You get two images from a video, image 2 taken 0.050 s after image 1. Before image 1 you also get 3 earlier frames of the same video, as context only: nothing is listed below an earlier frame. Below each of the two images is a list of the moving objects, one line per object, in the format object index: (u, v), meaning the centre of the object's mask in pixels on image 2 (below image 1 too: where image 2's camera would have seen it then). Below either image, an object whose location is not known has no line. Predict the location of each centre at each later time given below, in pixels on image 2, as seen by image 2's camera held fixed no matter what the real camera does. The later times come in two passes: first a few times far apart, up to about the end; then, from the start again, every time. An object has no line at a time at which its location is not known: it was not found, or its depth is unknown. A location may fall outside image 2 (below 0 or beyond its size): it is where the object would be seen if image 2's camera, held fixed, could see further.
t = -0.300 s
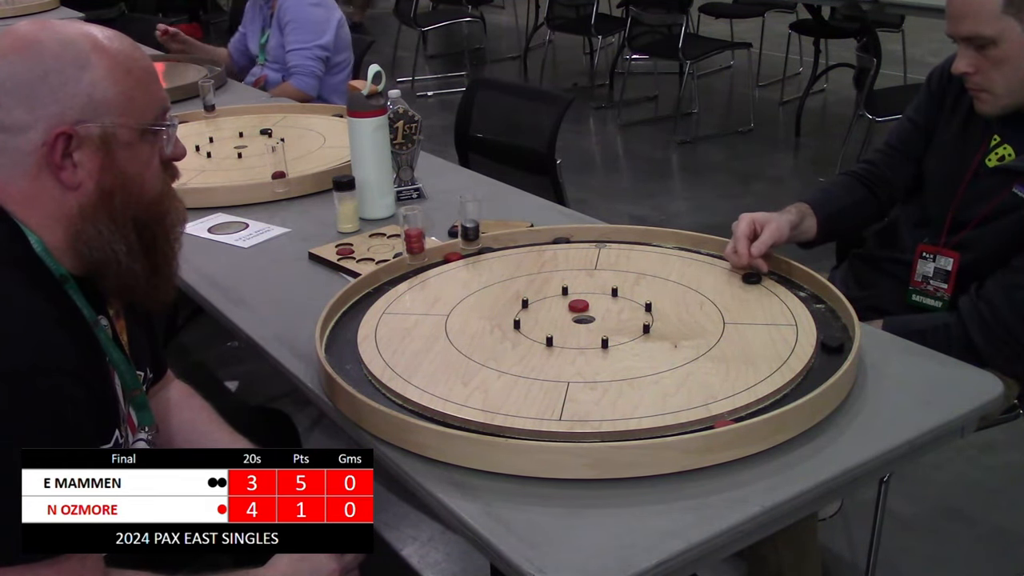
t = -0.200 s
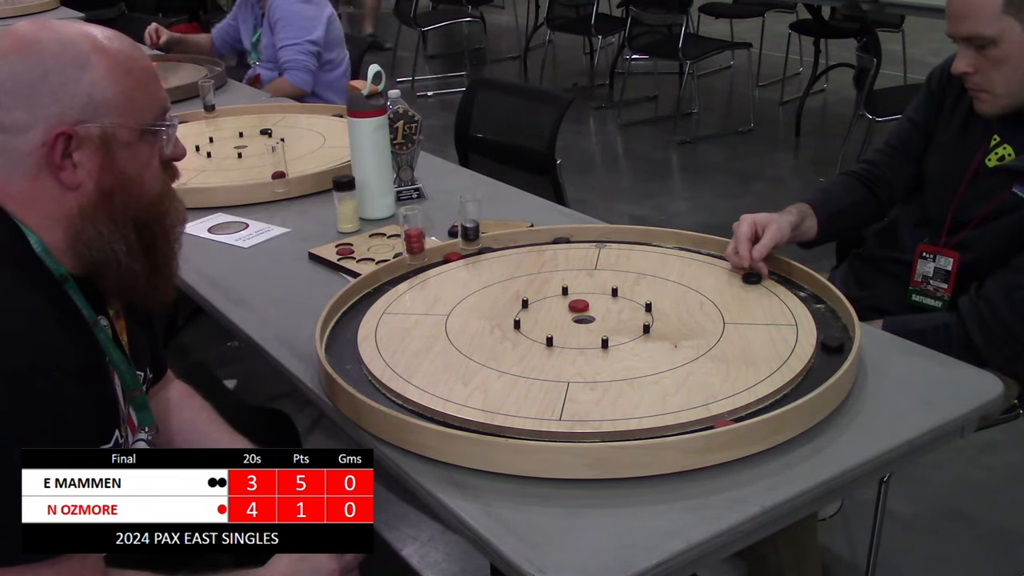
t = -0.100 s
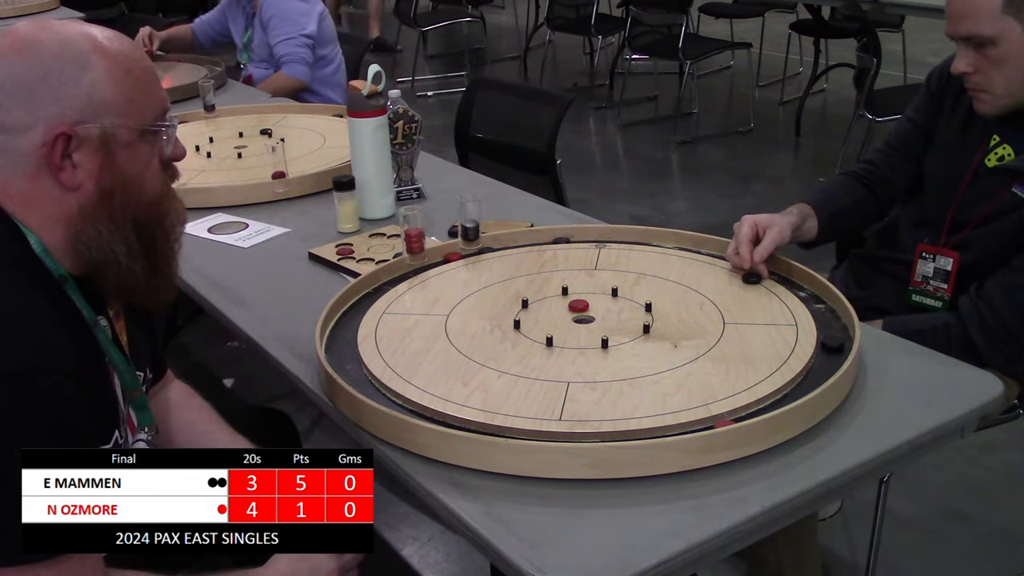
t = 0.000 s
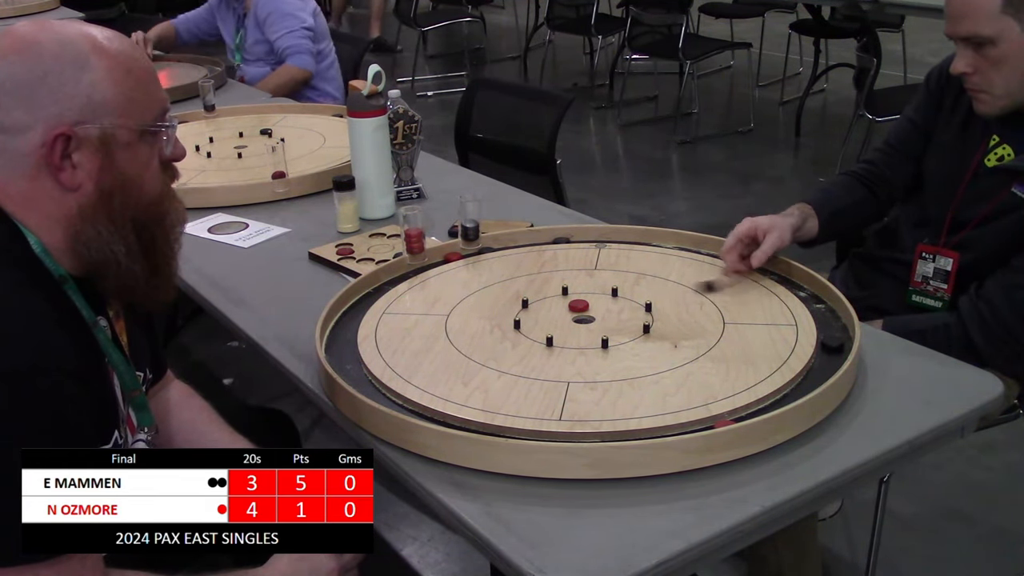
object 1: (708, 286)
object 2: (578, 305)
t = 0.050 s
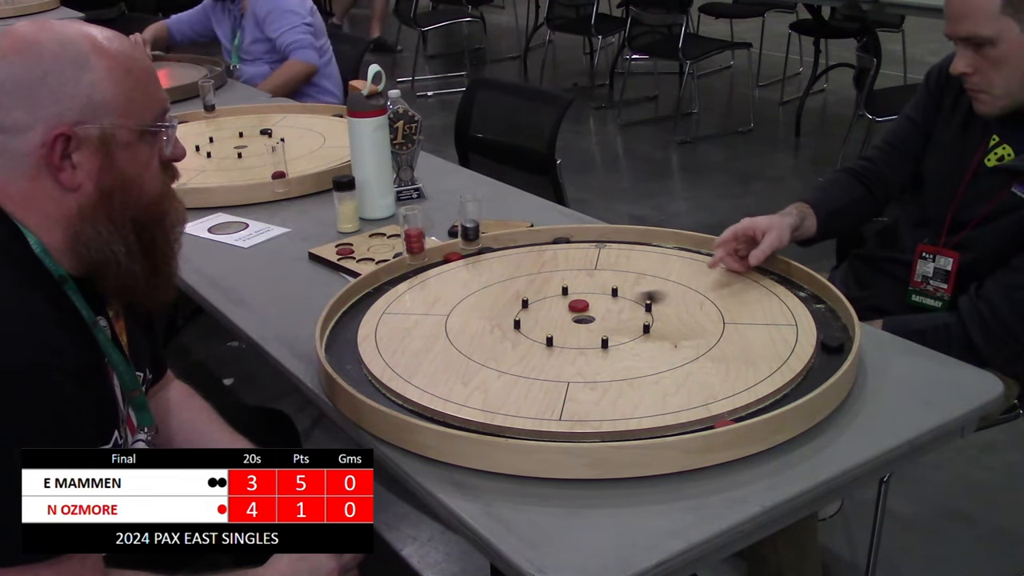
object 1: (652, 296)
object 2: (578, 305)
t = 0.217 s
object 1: (588, 319)
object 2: (570, 315)
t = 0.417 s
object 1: (562, 340)
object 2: (583, 319)
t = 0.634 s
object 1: (526, 355)
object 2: (583, 318)
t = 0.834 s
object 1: (501, 364)
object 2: (584, 318)
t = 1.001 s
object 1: (488, 369)
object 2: (584, 318)
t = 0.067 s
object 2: (578, 305)
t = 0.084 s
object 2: (578, 305)
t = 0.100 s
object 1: (598, 307)
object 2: (570, 306)
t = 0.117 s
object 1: (593, 311)
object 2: (552, 306)
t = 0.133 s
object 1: (587, 316)
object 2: (540, 307)
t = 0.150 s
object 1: (584, 319)
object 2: (549, 310)
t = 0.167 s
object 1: (582, 318)
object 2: (560, 314)
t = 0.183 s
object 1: (582, 317)
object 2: (564, 315)
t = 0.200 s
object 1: (585, 317)
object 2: (567, 314)
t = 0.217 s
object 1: (588, 319)
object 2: (570, 315)
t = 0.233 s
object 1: (593, 323)
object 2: (575, 315)
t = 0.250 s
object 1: (595, 328)
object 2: (578, 315)
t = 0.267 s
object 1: (592, 328)
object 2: (580, 316)
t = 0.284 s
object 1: (589, 328)
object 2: (582, 315)
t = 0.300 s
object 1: (585, 330)
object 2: (585, 317)
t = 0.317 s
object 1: (581, 334)
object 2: (585, 318)
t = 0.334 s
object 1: (577, 335)
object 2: (585, 319)
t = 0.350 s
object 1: (574, 334)
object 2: (584, 319)
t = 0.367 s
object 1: (571, 333)
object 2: (584, 319)
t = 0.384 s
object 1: (568, 336)
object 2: (583, 319)
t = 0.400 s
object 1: (565, 339)
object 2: (583, 319)
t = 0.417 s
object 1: (562, 340)
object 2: (583, 319)
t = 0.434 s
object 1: (559, 340)
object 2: (583, 319)
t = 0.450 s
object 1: (556, 341)
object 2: (583, 318)
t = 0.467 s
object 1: (553, 346)
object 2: (583, 318)
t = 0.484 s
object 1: (551, 344)
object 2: (583, 317)
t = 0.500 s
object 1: (548, 343)
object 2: (583, 318)
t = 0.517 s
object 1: (545, 343)
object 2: (583, 318)
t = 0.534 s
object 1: (543, 344)
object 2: (583, 318)
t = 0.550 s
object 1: (539, 348)
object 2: (583, 318)
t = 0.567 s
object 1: (536, 350)
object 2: (583, 318)
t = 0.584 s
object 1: (534, 349)
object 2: (583, 318)
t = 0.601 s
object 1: (531, 350)
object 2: (583, 318)
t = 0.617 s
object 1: (529, 352)
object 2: (583, 318)
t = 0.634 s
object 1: (526, 355)
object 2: (583, 318)
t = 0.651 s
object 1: (524, 354)
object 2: (583, 318)
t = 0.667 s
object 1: (521, 355)
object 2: (583, 318)
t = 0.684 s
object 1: (519, 357)
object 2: (584, 318)
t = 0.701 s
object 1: (517, 356)
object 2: (584, 318)
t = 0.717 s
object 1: (515, 356)
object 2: (584, 318)
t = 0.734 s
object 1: (512, 359)
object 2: (584, 318)
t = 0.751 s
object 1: (510, 362)
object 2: (584, 318)
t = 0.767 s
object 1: (508, 363)
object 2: (584, 318)
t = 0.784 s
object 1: (506, 362)
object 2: (584, 318)
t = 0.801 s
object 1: (504, 363)
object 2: (584, 318)
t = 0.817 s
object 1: (502, 363)
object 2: (584, 318)
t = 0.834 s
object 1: (501, 364)
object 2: (584, 318)
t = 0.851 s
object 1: (499, 365)
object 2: (584, 318)
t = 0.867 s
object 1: (498, 367)
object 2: (584, 318)
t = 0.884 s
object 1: (496, 369)
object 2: (584, 318)
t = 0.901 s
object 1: (495, 367)
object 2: (584, 318)
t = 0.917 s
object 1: (493, 367)
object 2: (584, 318)
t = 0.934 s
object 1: (492, 367)
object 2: (584, 318)
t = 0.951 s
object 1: (491, 368)
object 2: (584, 318)
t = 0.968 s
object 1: (490, 371)
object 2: (584, 318)
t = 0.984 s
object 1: (489, 370)
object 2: (584, 318)
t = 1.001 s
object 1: (488, 369)
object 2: (584, 318)
